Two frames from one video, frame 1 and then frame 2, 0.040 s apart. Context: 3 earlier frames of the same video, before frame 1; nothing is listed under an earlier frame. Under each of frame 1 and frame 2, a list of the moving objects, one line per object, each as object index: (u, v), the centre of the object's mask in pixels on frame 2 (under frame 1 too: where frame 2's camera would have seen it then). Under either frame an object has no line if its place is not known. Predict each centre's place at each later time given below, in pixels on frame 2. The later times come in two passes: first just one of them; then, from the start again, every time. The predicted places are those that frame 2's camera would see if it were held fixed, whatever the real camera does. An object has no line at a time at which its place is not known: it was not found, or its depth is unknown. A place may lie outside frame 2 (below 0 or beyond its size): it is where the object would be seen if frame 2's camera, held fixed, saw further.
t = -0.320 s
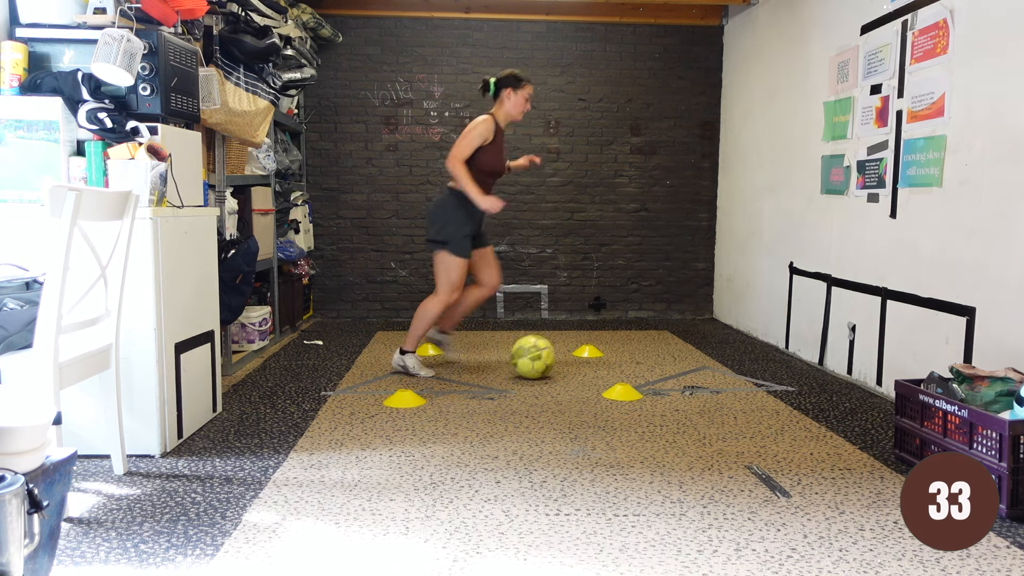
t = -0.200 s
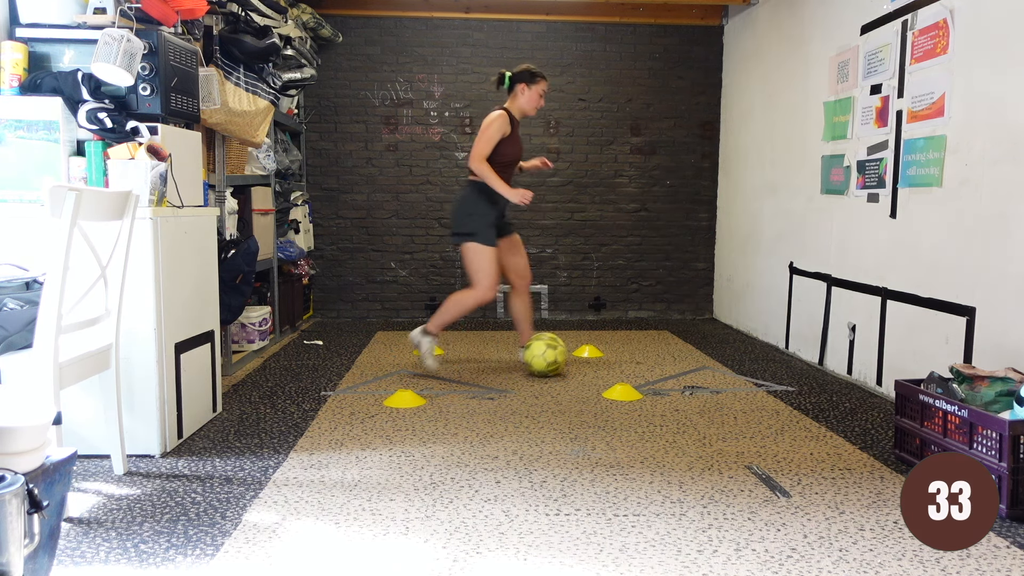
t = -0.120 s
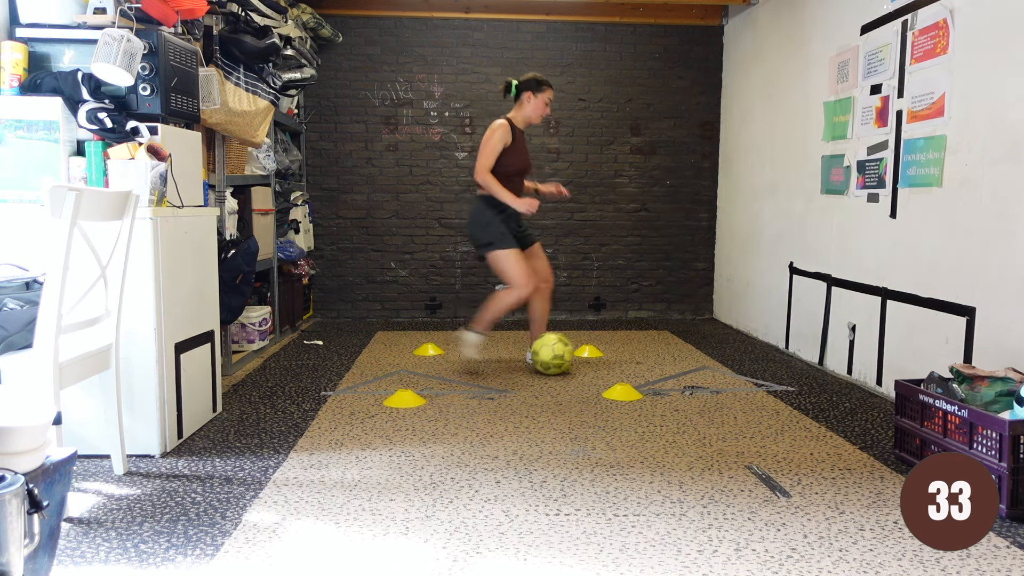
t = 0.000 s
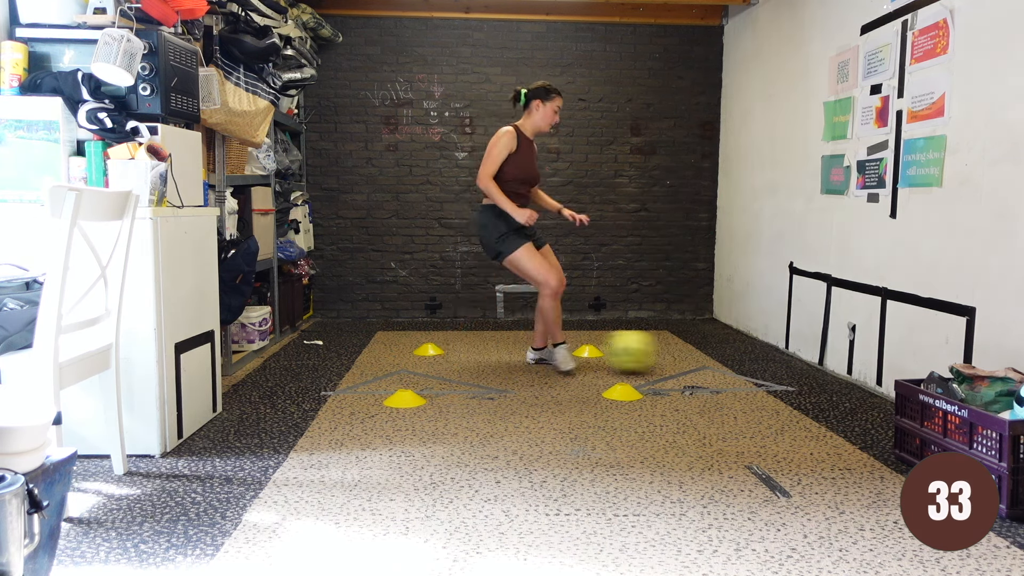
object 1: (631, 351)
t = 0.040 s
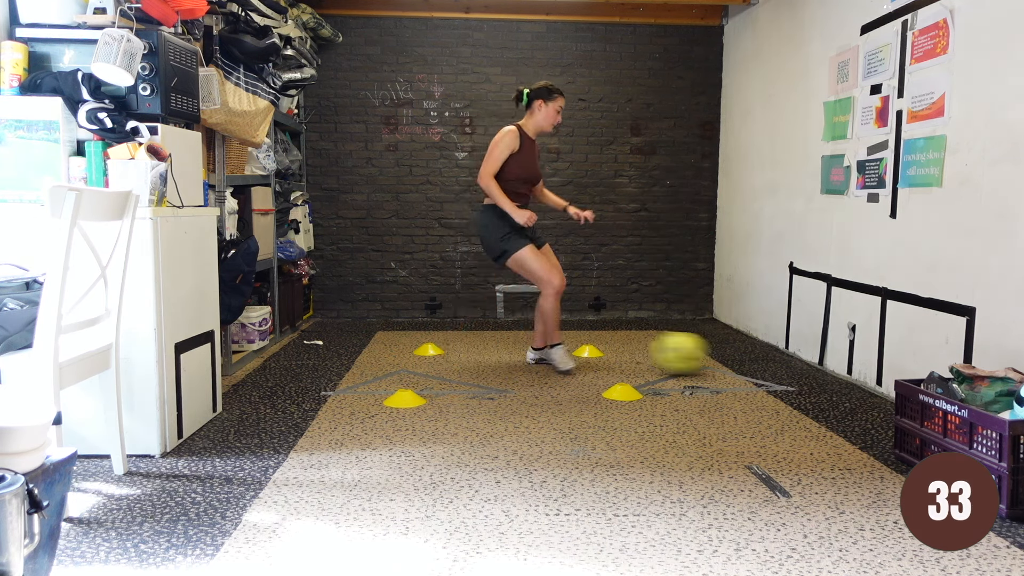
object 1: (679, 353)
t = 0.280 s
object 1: (729, 356)
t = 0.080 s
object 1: (728, 353)
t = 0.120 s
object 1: (770, 354)
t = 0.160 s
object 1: (819, 355)
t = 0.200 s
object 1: (795, 353)
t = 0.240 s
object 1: (762, 354)
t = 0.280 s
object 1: (729, 356)
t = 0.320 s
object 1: (695, 358)
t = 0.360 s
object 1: (665, 356)
